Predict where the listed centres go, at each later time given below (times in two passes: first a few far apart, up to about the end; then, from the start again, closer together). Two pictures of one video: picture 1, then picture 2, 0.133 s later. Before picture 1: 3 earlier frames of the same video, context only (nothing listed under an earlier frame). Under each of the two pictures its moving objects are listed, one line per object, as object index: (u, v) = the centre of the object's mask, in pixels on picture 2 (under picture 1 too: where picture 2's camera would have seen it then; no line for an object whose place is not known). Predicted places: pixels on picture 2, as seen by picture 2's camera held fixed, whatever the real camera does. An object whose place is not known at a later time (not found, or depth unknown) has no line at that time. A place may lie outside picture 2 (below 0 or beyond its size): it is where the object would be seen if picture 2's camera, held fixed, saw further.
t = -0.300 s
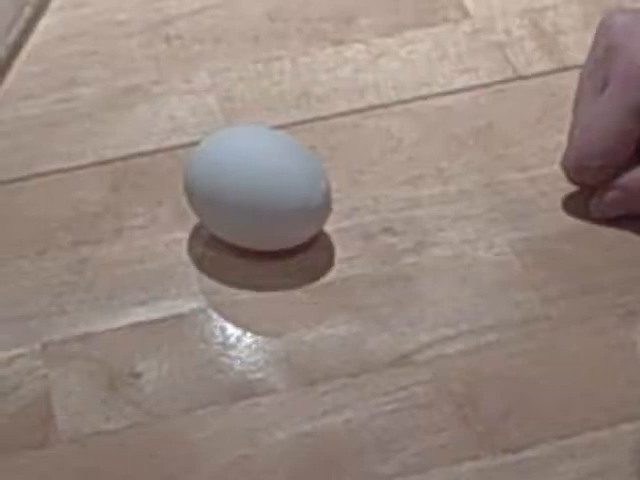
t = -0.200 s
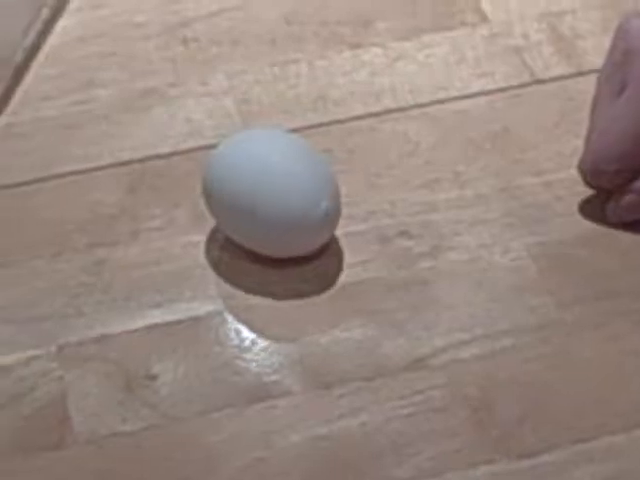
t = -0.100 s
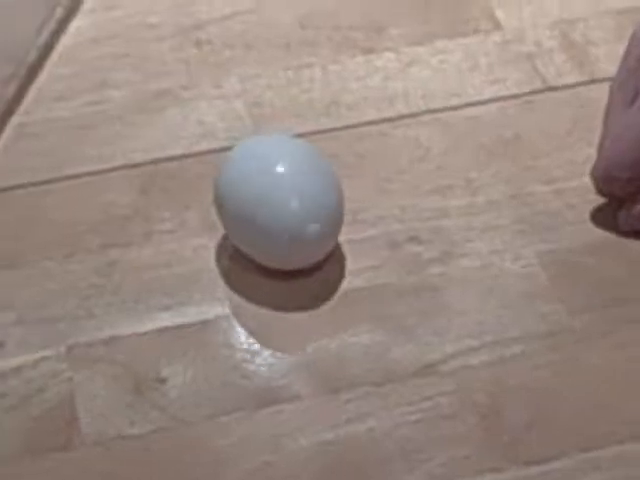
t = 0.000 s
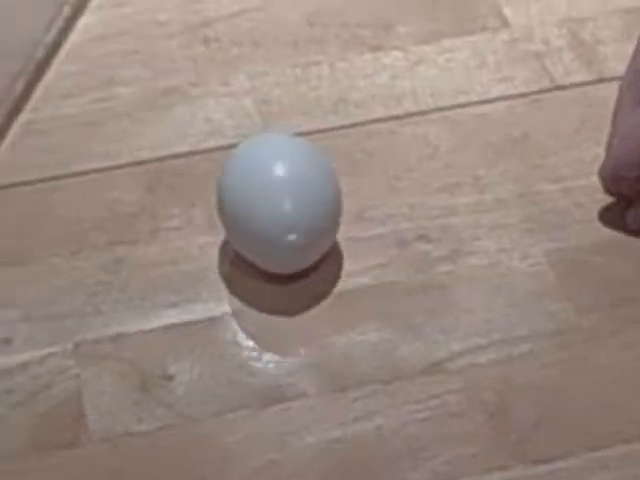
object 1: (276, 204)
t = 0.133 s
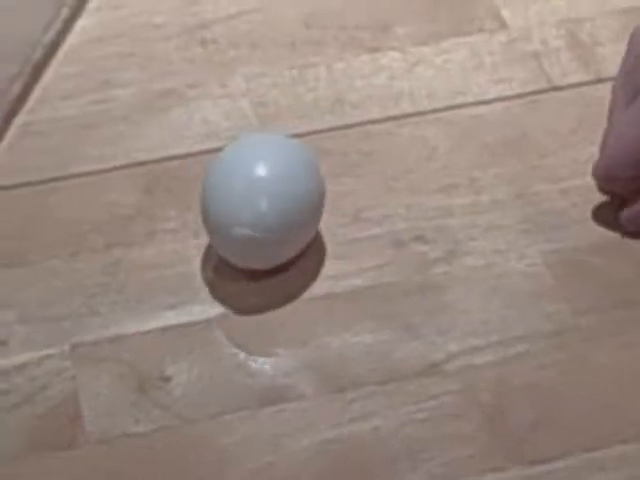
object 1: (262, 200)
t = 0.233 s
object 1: (248, 199)
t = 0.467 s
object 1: (224, 193)
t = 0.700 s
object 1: (222, 184)
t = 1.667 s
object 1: (208, 205)
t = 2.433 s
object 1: (196, 196)
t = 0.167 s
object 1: (257, 200)
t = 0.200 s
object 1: (253, 199)
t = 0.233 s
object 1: (248, 199)
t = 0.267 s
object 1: (244, 198)
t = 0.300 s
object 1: (239, 197)
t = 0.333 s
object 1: (235, 197)
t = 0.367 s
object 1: (231, 197)
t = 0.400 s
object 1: (228, 195)
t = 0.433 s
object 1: (226, 194)
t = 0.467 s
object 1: (224, 193)
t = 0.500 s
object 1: (222, 192)
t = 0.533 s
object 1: (221, 190)
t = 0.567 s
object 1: (221, 189)
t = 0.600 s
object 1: (220, 187)
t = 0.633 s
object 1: (221, 185)
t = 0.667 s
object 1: (222, 184)
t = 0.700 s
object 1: (222, 184)
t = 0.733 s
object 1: (223, 184)
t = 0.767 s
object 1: (224, 184)
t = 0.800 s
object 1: (225, 186)
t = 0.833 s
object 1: (224, 187)
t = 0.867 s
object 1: (224, 189)
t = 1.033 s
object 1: (214, 196)
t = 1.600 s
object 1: (208, 204)
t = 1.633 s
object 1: (208, 204)
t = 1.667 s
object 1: (208, 205)
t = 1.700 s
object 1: (209, 205)
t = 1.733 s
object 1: (208, 206)
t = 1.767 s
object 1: (209, 205)
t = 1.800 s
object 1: (208, 206)
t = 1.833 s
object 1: (208, 206)
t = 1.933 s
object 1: (205, 204)
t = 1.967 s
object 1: (204, 204)
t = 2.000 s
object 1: (203, 203)
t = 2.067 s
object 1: (202, 202)
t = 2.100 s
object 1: (200, 200)
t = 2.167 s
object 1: (197, 199)
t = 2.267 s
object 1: (198, 197)
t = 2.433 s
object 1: (196, 196)
